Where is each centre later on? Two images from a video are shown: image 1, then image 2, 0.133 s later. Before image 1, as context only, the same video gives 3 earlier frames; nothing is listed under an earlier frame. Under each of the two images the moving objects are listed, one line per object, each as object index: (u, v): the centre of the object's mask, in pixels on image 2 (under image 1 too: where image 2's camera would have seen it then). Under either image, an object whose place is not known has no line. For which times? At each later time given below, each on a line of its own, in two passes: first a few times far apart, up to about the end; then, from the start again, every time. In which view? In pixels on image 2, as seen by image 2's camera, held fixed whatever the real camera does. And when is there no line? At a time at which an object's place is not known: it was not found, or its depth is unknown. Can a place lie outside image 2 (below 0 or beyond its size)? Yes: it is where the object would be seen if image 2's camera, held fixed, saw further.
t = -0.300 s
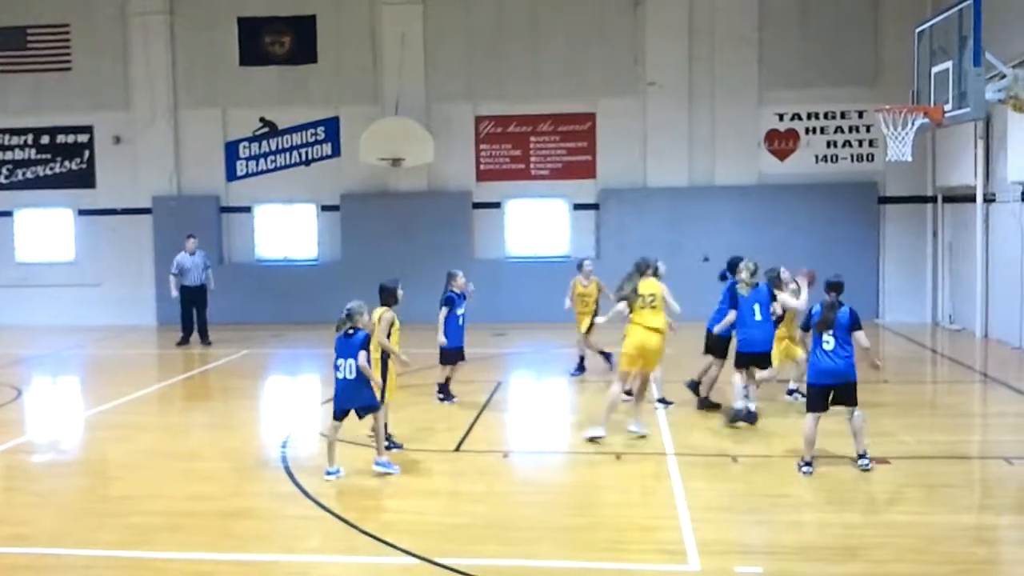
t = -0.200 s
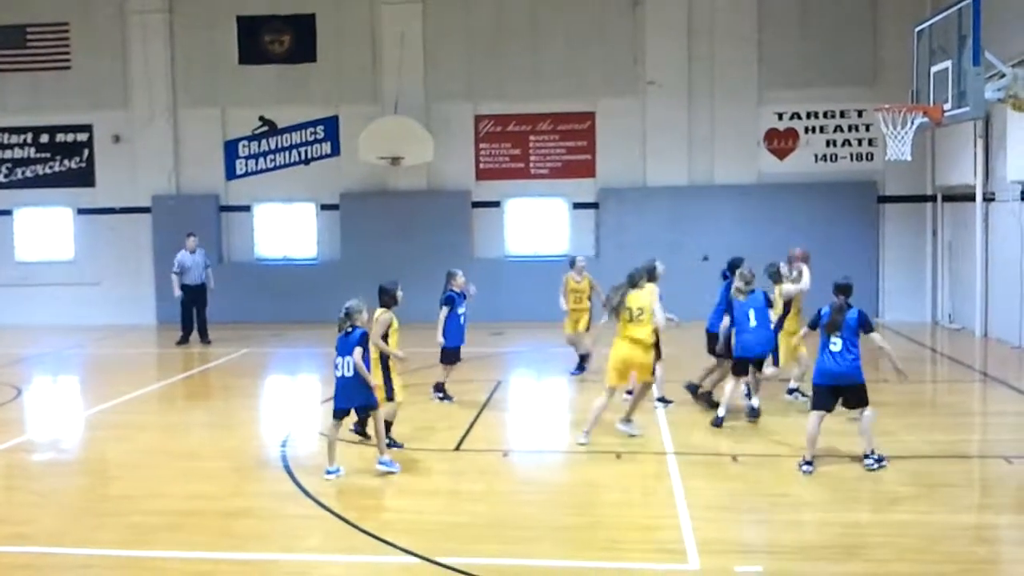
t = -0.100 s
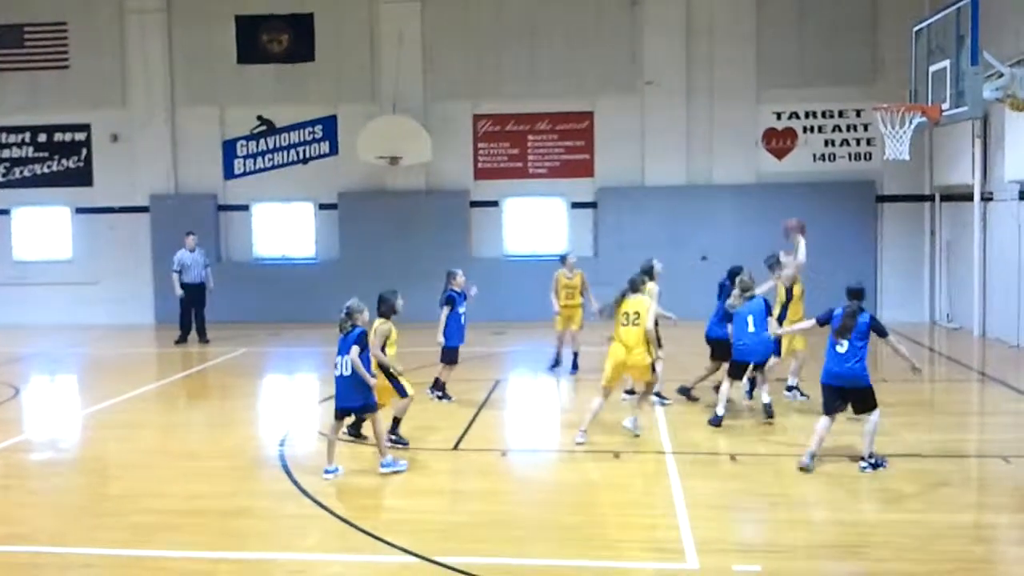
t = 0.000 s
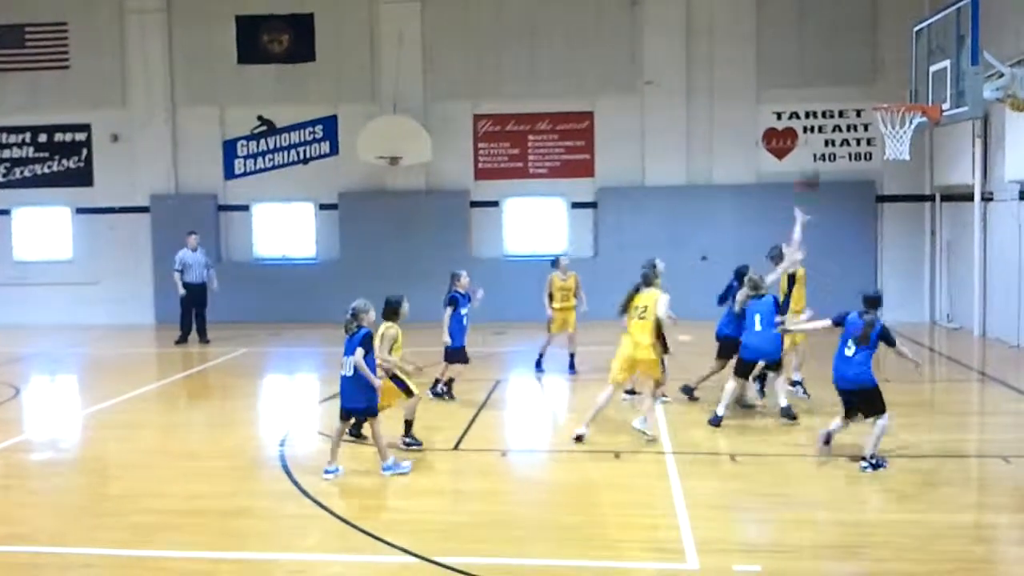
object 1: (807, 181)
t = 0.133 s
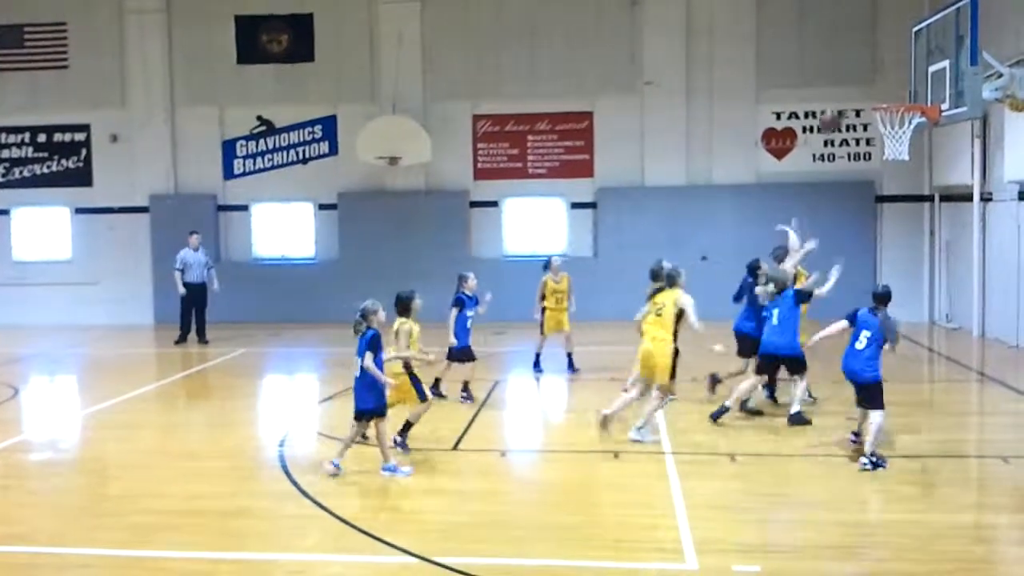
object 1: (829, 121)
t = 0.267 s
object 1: (853, 80)
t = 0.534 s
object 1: (901, 44)
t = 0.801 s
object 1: (922, 77)
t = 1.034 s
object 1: (895, 71)
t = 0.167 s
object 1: (837, 109)
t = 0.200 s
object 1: (842, 99)
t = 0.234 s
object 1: (847, 89)
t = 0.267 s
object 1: (853, 80)
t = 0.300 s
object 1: (858, 73)
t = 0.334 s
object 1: (865, 66)
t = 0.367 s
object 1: (871, 60)
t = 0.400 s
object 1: (875, 55)
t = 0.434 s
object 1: (881, 51)
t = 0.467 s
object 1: (888, 47)
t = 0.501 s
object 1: (895, 45)
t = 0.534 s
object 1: (901, 44)
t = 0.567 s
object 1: (907, 46)
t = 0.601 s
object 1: (913, 48)
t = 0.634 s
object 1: (917, 52)
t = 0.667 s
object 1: (923, 56)
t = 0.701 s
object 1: (929, 61)
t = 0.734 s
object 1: (929, 66)
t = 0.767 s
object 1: (925, 71)
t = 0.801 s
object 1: (922, 77)
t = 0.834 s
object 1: (918, 85)
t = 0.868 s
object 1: (914, 92)
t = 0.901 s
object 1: (910, 88)
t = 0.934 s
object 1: (906, 81)
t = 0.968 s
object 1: (901, 77)
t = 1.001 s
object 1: (899, 74)
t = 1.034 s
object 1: (895, 71)
